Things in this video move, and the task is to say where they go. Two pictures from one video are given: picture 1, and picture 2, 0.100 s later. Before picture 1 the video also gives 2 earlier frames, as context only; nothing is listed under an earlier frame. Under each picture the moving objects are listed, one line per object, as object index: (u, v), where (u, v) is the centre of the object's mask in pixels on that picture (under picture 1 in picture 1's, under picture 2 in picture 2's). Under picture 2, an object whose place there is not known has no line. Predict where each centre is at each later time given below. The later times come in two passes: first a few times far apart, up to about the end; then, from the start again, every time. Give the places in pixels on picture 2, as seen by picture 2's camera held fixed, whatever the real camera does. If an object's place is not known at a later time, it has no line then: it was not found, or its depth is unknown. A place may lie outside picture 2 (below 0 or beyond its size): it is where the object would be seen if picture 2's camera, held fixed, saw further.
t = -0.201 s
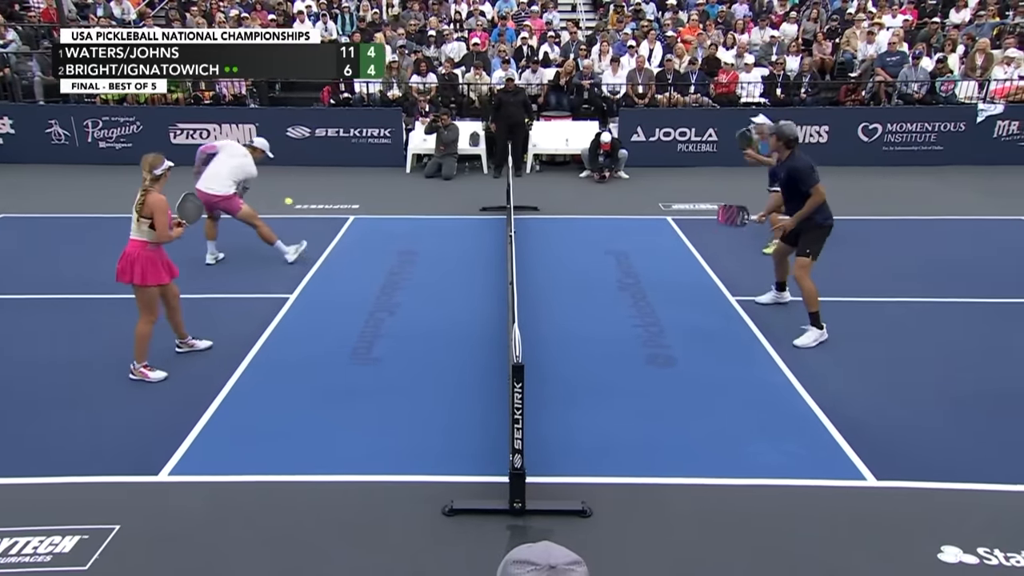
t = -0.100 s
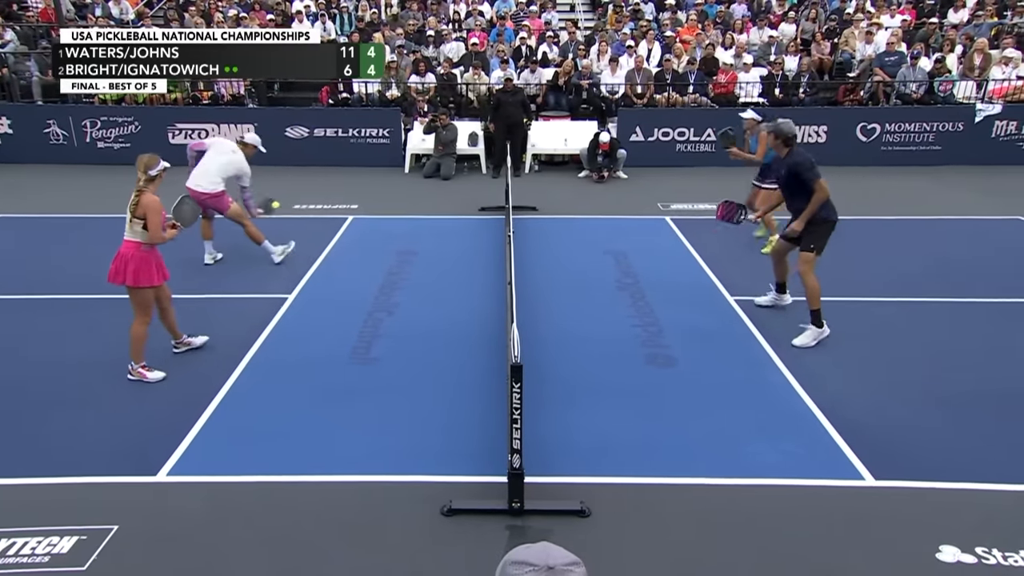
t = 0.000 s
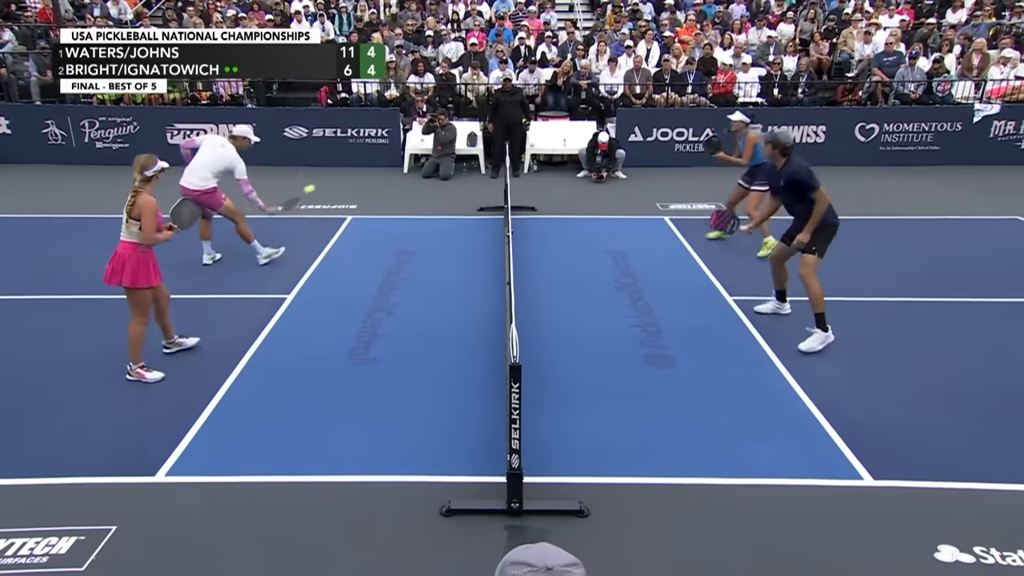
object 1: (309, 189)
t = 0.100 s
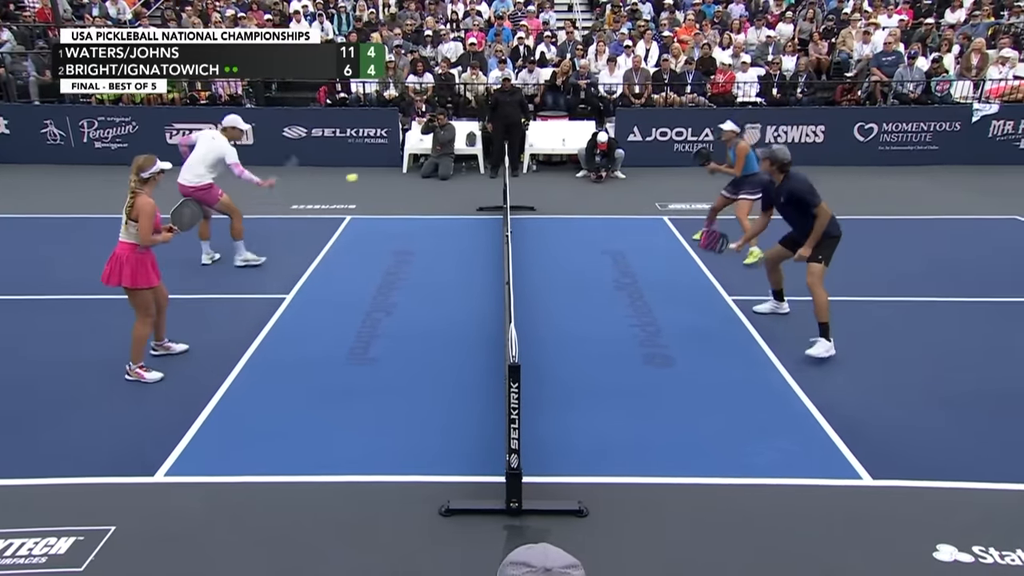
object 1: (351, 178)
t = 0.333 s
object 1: (472, 185)
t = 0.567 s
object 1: (622, 257)
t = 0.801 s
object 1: (795, 408)
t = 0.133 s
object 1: (367, 175)
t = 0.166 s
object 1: (383, 174)
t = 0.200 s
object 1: (399, 174)
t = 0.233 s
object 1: (417, 175)
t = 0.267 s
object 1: (435, 178)
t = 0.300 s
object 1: (454, 181)
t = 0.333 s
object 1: (472, 185)
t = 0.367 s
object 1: (492, 191)
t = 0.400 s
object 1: (514, 199)
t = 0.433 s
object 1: (533, 208)
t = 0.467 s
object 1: (555, 217)
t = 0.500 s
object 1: (576, 229)
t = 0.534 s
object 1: (599, 242)
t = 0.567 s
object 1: (622, 257)
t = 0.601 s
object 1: (645, 273)
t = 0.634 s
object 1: (669, 291)
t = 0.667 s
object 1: (693, 311)
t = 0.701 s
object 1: (718, 332)
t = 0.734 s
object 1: (743, 356)
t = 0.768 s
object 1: (769, 381)
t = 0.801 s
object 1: (795, 408)
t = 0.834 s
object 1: (815, 416)
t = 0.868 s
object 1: (830, 408)
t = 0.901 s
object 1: (845, 402)
